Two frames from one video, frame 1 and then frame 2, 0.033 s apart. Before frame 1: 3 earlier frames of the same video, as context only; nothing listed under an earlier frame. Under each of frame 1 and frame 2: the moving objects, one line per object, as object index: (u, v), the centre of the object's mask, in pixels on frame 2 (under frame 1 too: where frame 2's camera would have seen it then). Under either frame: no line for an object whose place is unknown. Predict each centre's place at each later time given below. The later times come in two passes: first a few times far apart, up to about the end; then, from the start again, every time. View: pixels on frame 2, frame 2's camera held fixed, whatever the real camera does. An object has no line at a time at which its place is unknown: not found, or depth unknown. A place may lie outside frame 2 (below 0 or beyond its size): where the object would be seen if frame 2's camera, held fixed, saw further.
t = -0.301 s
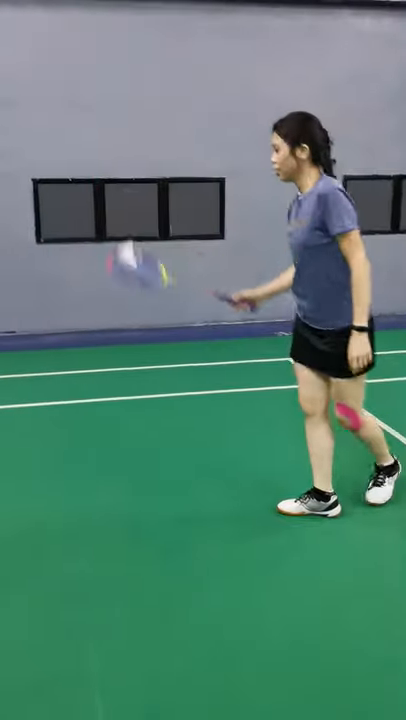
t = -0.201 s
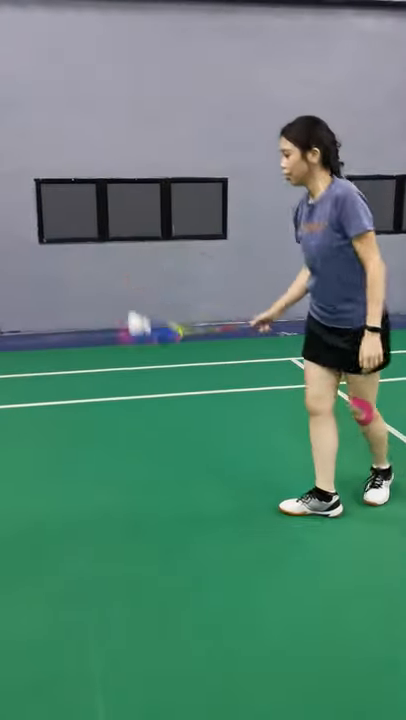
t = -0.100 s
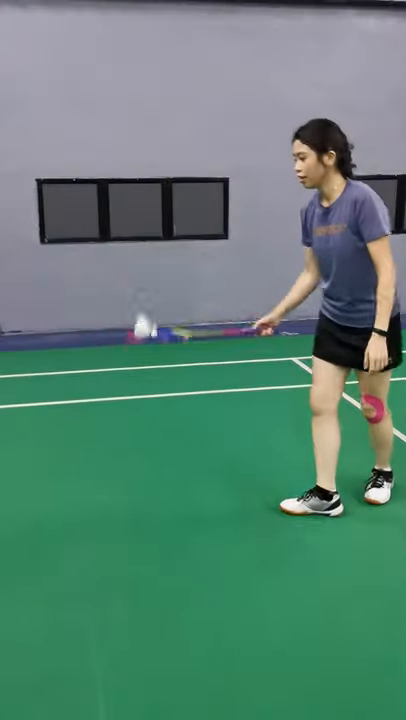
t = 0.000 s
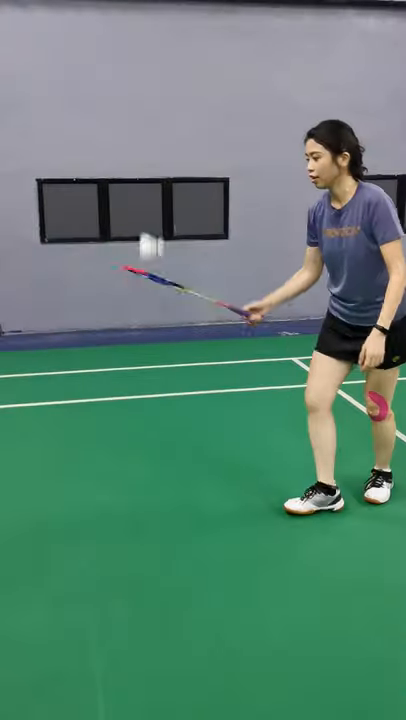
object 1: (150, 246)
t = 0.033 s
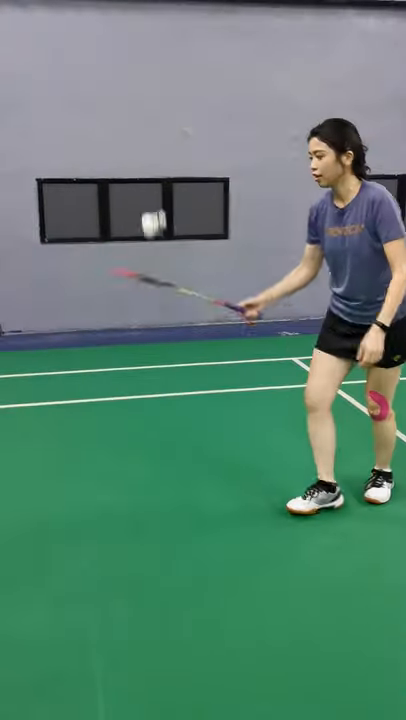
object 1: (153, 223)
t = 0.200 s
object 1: (174, 140)
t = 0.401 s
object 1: (191, 134)
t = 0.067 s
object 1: (157, 203)
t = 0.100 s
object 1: (162, 185)
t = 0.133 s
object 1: (167, 168)
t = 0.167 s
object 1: (172, 153)
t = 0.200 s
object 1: (174, 140)
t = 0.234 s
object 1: (177, 131)
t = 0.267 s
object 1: (180, 126)
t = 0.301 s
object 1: (183, 123)
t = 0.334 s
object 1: (186, 123)
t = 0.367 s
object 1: (189, 127)
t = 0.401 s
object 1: (191, 134)
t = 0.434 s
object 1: (193, 146)
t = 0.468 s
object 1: (195, 161)
